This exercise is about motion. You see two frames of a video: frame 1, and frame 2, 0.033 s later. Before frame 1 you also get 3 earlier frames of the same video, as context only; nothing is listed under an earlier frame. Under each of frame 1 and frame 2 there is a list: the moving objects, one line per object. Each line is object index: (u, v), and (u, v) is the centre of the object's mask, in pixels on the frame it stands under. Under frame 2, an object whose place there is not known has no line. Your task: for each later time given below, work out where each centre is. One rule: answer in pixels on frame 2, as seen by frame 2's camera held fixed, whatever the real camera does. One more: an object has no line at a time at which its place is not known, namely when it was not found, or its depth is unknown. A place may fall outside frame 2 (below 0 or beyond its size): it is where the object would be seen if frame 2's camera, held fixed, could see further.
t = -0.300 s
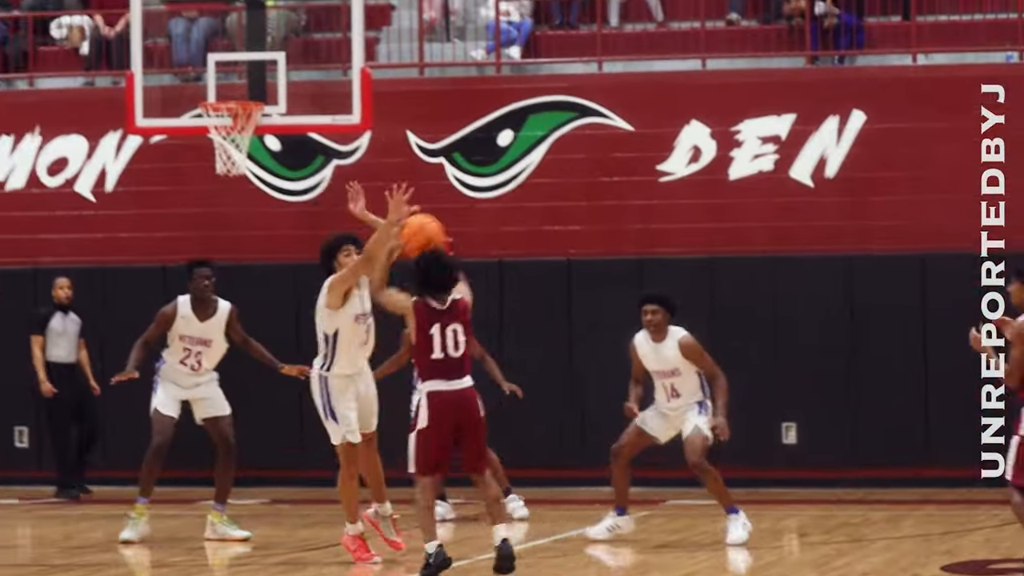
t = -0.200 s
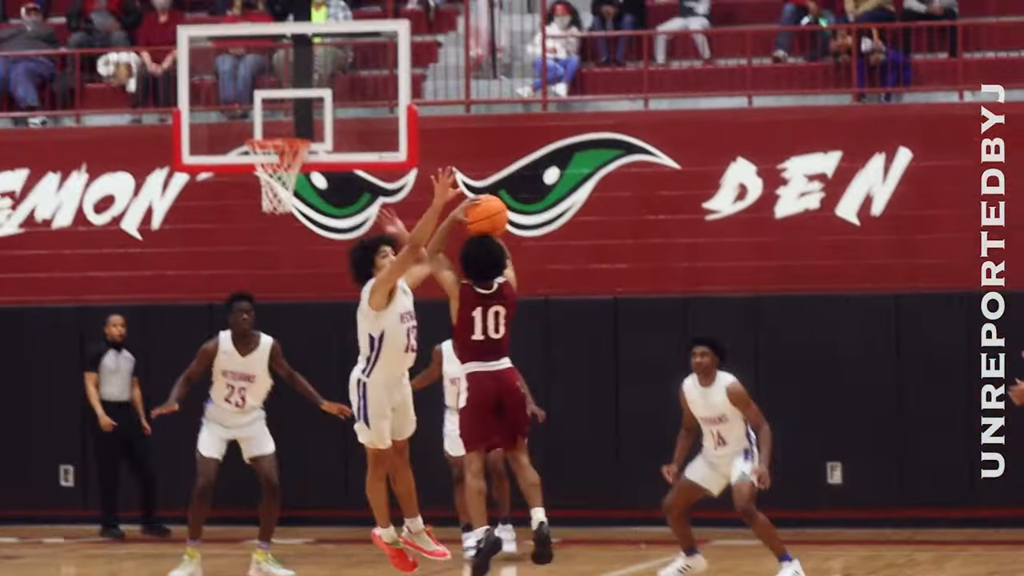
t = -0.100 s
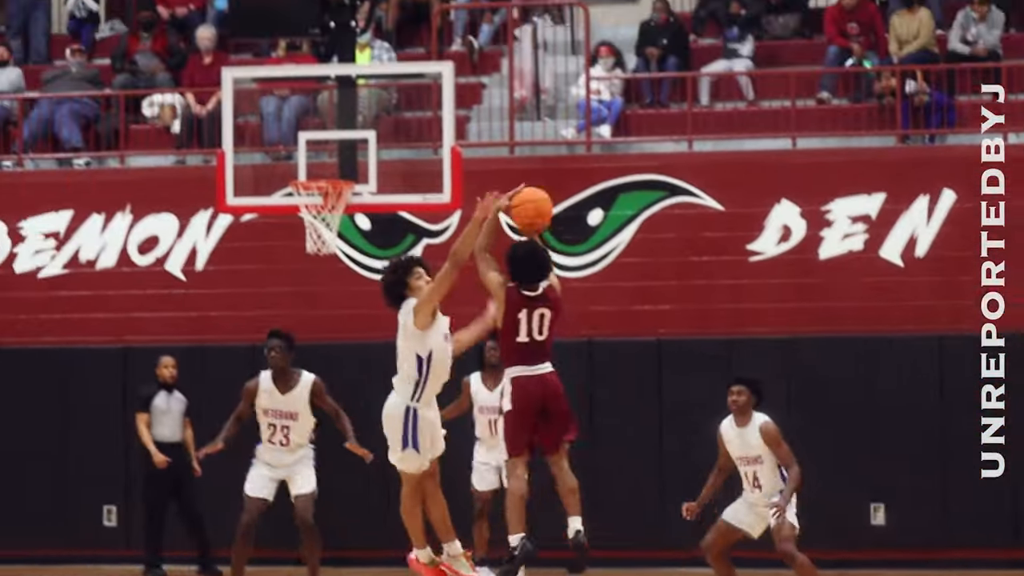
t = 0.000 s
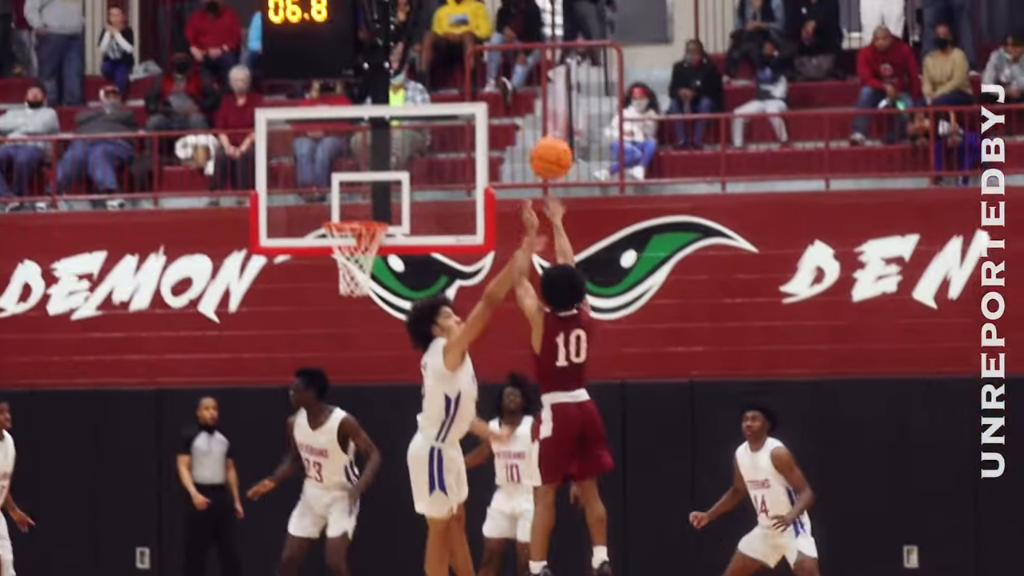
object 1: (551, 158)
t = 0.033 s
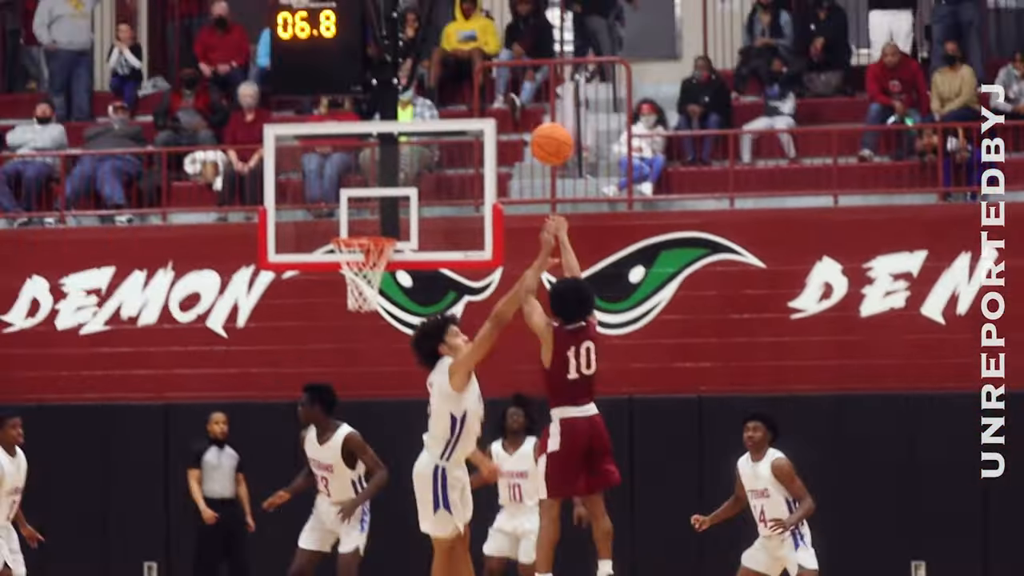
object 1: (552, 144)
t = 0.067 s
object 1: (541, 115)
